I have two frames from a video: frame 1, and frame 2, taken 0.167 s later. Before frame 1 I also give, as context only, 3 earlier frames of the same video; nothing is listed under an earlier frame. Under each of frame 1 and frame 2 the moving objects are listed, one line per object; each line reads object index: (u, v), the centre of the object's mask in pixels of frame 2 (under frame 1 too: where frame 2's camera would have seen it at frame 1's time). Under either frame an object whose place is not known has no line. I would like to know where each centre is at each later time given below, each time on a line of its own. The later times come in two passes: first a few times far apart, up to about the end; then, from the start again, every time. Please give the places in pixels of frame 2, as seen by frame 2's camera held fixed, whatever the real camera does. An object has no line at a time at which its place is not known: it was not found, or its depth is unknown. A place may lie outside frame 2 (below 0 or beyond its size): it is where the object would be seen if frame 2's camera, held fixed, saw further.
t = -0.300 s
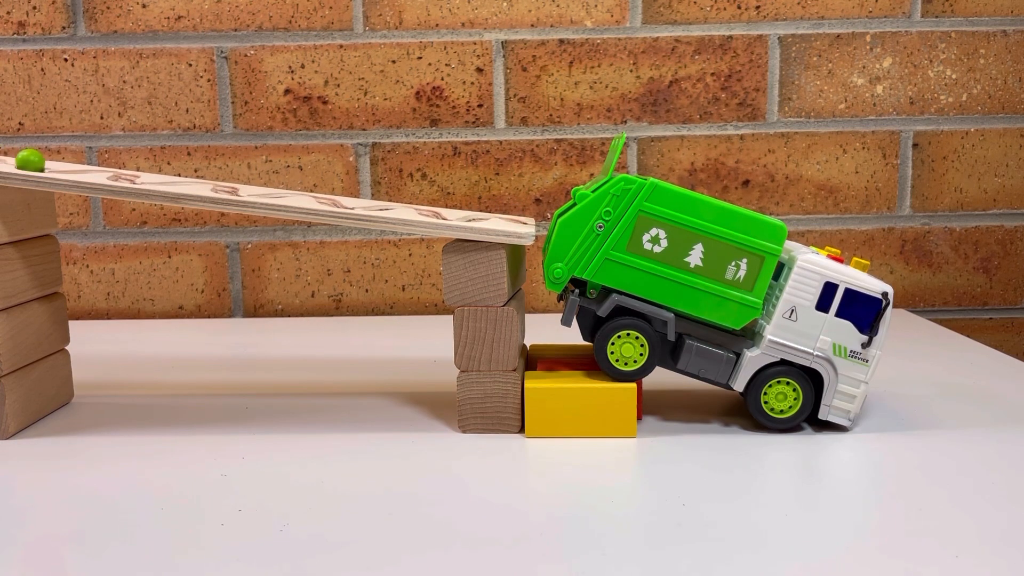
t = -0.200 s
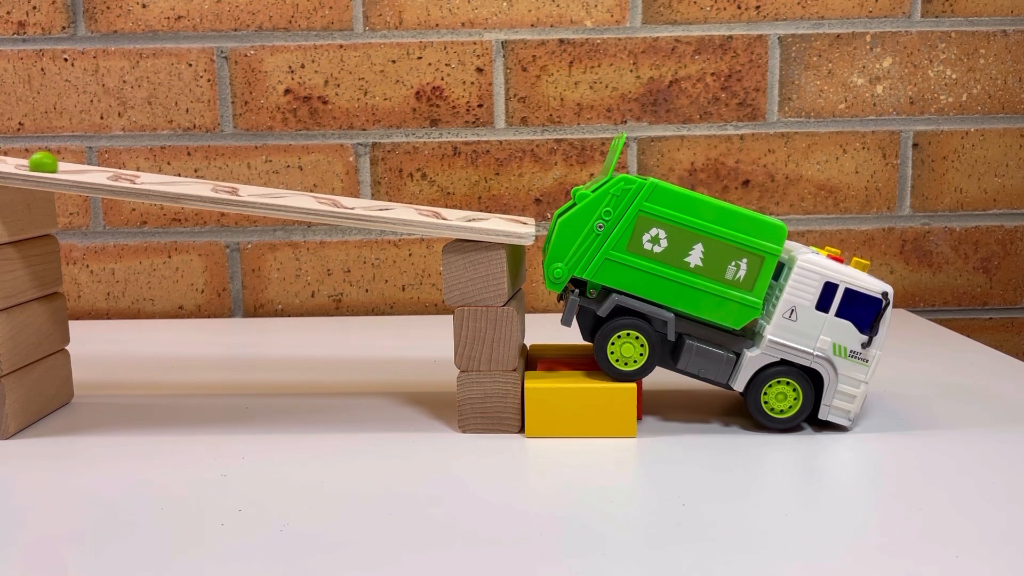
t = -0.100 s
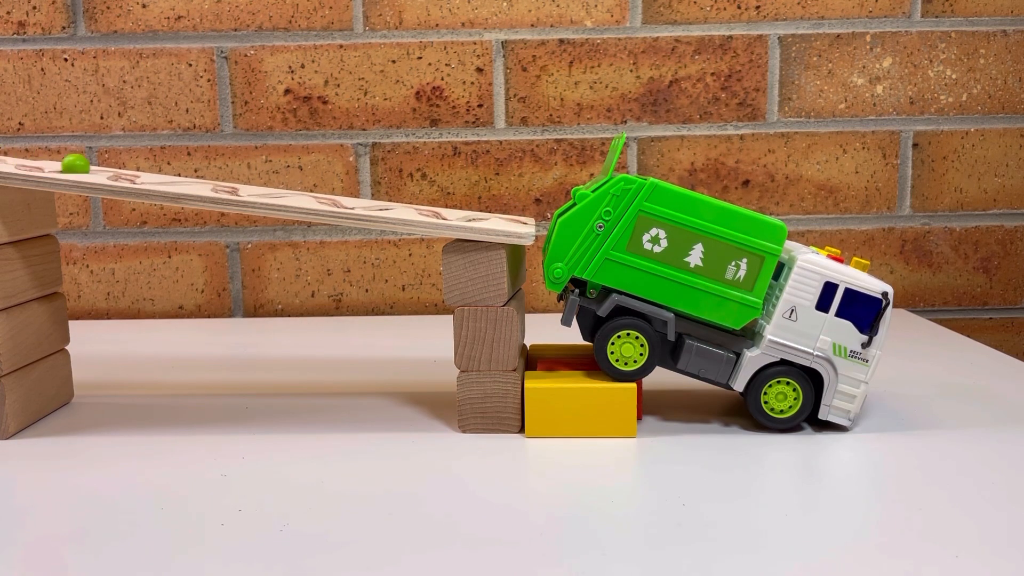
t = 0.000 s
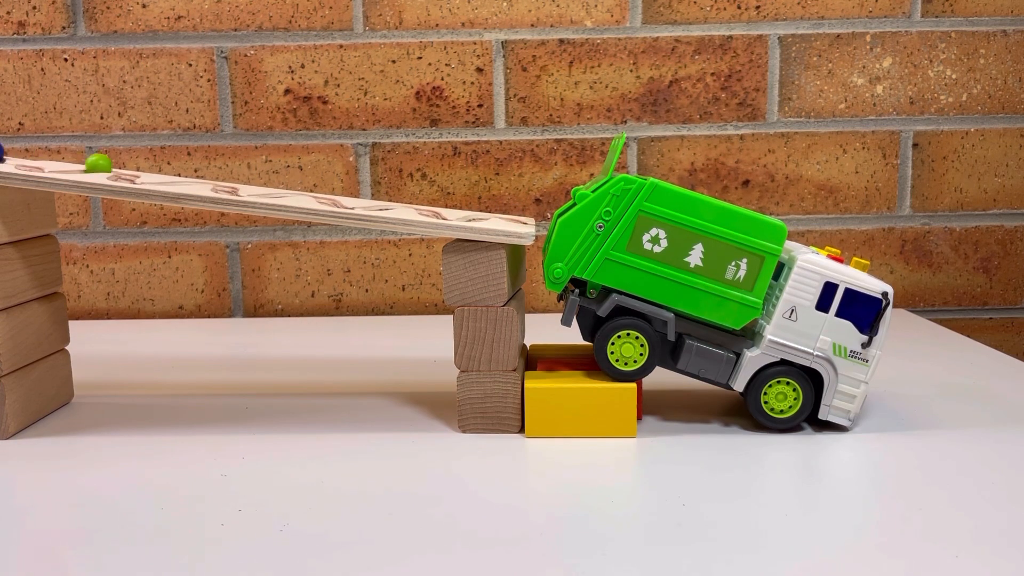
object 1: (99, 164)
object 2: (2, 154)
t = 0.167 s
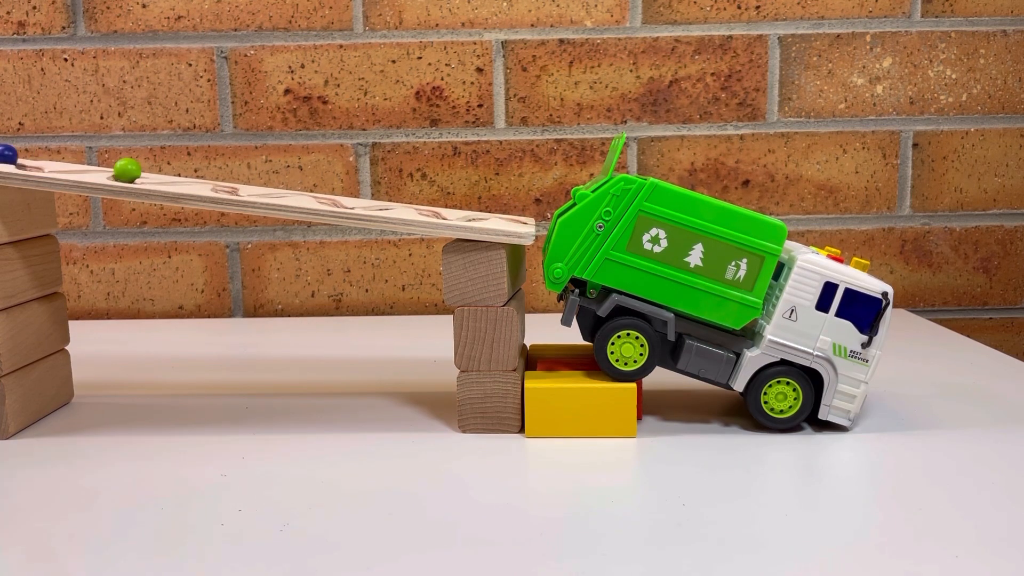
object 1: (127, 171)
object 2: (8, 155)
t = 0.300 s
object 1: (123, 174)
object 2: (32, 160)
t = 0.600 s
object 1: (201, 176)
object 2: (90, 163)
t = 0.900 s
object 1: (227, 185)
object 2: (121, 172)
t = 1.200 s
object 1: (298, 188)
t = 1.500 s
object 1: (345, 199)
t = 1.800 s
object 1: (418, 201)
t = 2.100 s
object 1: (444, 211)
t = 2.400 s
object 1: (486, 210)
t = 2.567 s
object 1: (514, 214)
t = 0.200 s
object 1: (123, 172)
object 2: (11, 156)
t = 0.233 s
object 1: (122, 172)
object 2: (18, 158)
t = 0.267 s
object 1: (121, 173)
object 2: (27, 160)
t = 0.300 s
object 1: (123, 174)
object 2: (32, 160)
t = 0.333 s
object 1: (131, 175)
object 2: (28, 161)
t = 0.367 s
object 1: (147, 179)
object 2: (31, 162)
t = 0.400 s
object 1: (157, 177)
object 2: (31, 161)
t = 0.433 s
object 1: (166, 177)
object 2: (40, 163)
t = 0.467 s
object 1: (174, 177)
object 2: (54, 164)
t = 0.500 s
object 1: (180, 177)
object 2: (64, 165)
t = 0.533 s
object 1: (187, 176)
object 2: (72, 165)
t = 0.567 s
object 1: (193, 176)
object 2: (82, 164)
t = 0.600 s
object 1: (201, 176)
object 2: (90, 163)
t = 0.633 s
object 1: (213, 178)
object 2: (98, 164)
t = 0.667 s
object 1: (221, 180)
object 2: (107, 164)
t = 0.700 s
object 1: (227, 181)
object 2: (118, 167)
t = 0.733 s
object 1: (226, 183)
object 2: (127, 169)
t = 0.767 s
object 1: (226, 183)
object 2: (128, 170)
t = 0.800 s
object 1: (226, 184)
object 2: (126, 171)
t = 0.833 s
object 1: (225, 184)
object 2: (124, 172)
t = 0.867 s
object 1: (225, 185)
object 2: (122, 172)
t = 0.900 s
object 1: (227, 185)
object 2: (121, 172)
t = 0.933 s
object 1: (233, 187)
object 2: (123, 173)
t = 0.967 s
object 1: (245, 188)
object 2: (134, 175)
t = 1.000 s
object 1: (258, 188)
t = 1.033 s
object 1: (266, 189)
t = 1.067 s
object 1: (272, 188)
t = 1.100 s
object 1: (278, 188)
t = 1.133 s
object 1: (284, 188)
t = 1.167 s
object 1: (290, 188)
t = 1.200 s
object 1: (298, 188)
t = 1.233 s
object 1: (310, 188)
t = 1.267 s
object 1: (320, 191)
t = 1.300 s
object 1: (325, 193)
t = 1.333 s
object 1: (328, 194)
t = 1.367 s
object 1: (329, 195)
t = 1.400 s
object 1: (331, 196)
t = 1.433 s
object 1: (332, 197)
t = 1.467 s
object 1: (337, 198)
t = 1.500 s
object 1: (345, 199)
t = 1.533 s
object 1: (357, 201)
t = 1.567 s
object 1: (368, 201)
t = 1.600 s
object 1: (375, 201)
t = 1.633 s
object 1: (380, 201)
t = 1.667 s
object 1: (385, 201)
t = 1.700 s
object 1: (390, 200)
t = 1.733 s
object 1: (396, 200)
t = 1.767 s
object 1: (406, 200)
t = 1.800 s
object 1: (418, 201)
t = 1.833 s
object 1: (426, 204)
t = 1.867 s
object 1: (430, 203)
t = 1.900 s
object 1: (428, 206)
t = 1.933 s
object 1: (430, 207)
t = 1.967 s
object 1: (430, 207)
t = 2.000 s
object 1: (431, 208)
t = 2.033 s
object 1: (432, 209)
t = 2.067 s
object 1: (436, 210)
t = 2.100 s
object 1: (444, 211)
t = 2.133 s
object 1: (454, 212)
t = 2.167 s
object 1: (464, 213)
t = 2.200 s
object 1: (470, 213)
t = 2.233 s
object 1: (474, 213)
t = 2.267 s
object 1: (476, 213)
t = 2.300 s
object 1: (477, 212)
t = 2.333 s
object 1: (480, 212)
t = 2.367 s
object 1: (482, 211)
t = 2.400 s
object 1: (486, 210)
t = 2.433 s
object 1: (493, 210)
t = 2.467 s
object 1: (502, 211)
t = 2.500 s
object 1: (509, 212)
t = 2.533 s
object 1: (511, 213)
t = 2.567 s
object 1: (514, 214)
